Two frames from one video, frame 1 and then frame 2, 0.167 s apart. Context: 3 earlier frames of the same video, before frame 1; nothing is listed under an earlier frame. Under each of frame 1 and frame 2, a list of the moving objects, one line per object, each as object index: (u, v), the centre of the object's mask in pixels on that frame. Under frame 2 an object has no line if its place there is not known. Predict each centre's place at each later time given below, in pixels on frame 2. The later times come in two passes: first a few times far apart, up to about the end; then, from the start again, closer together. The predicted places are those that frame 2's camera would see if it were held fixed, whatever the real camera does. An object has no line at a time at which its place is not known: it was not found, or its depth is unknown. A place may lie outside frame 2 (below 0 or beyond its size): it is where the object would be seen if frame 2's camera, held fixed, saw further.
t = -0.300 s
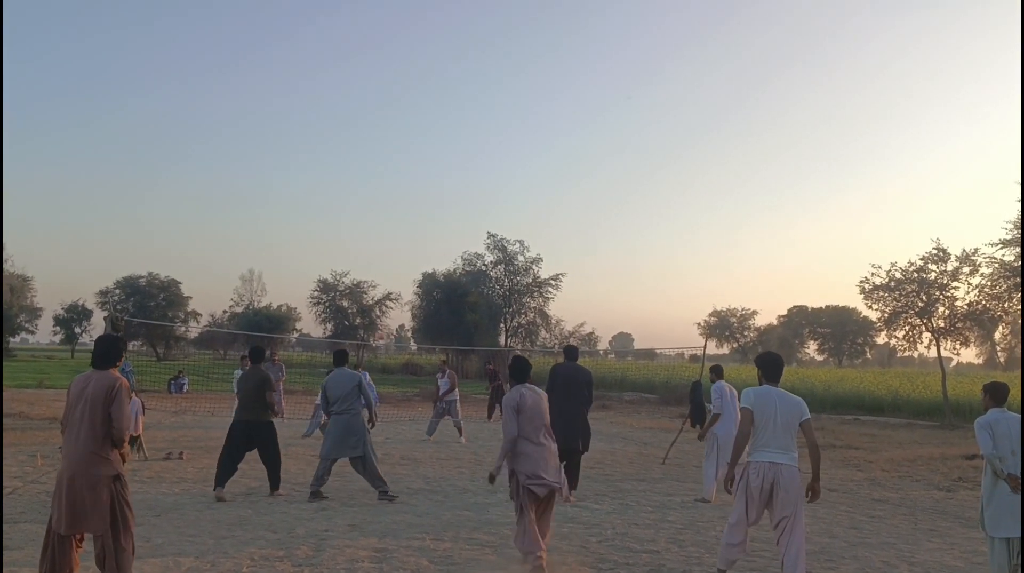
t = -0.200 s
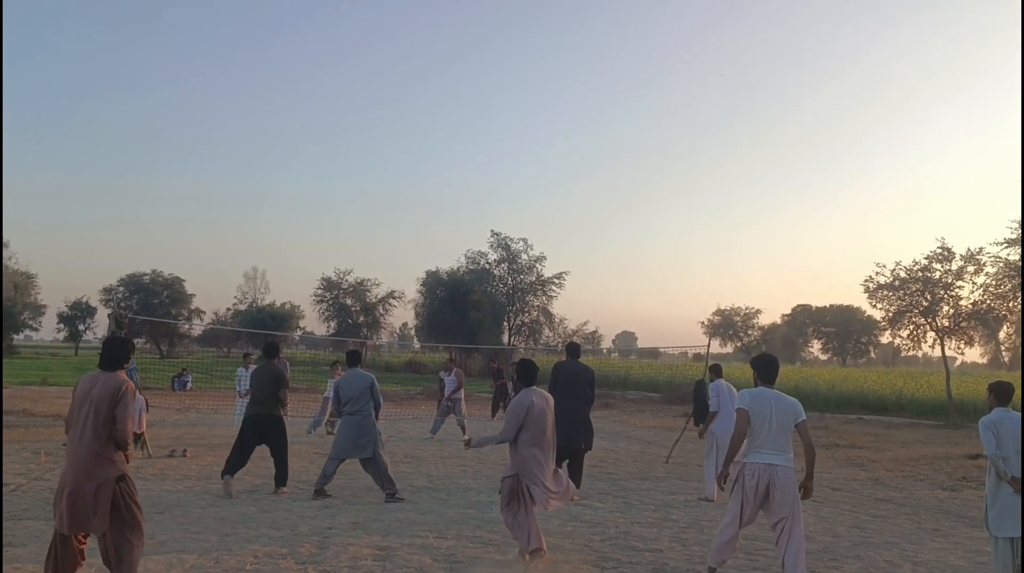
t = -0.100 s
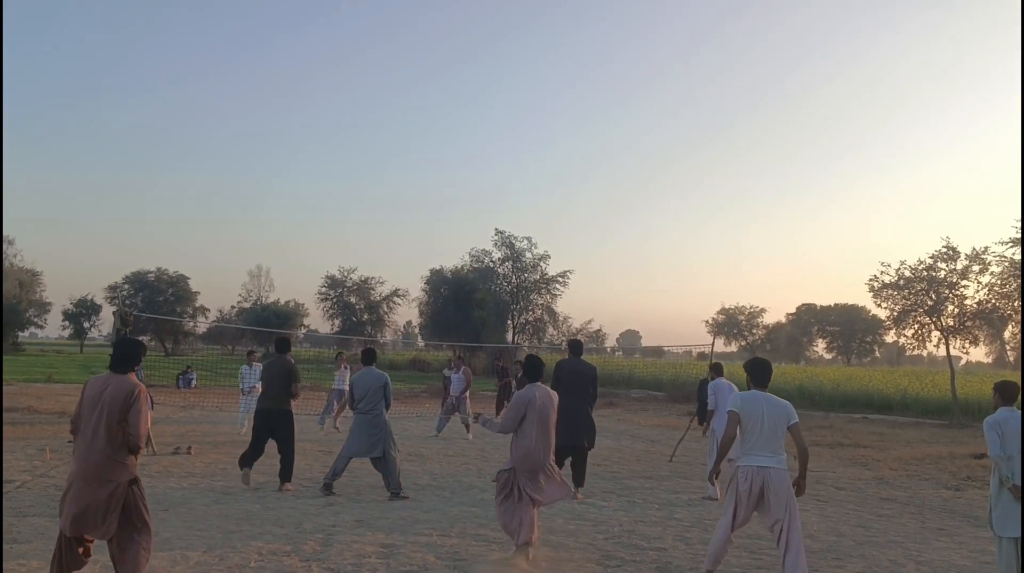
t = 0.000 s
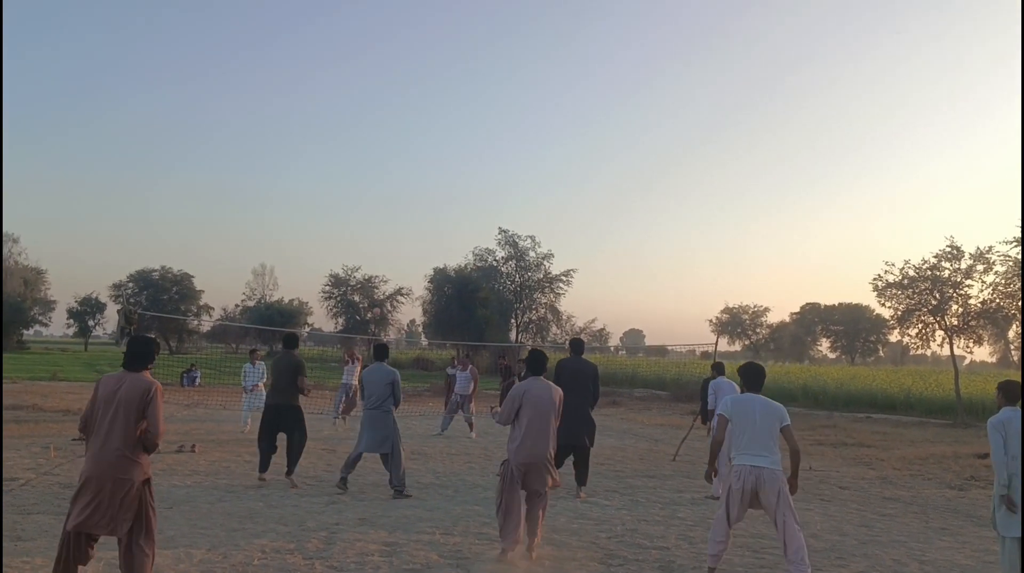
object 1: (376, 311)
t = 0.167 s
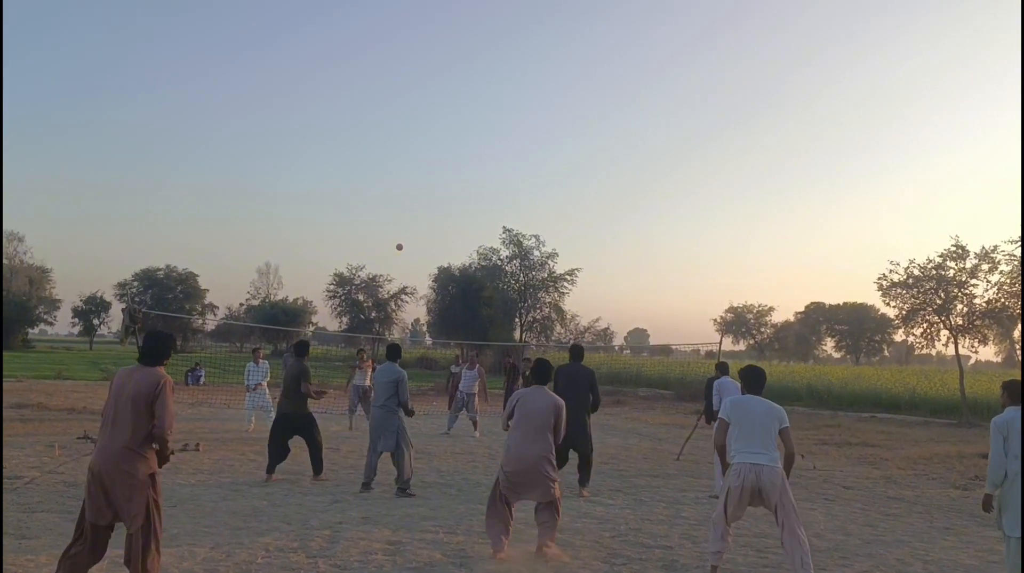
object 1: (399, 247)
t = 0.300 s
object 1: (417, 201)
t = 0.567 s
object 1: (458, 123)
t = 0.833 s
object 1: (506, 78)
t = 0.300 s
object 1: (417, 201)
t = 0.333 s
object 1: (421, 190)
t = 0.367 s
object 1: (426, 180)
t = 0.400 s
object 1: (431, 169)
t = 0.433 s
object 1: (436, 159)
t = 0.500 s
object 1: (447, 140)
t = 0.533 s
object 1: (452, 132)
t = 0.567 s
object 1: (458, 123)
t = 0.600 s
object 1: (464, 115)
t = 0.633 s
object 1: (469, 108)
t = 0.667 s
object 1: (475, 102)
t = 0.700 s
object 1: (481, 96)
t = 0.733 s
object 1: (487, 91)
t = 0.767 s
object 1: (493, 86)
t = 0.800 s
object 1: (499, 82)
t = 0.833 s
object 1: (506, 78)
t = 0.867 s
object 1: (514, 76)
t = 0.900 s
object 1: (521, 74)
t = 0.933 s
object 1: (529, 73)
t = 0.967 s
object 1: (537, 74)
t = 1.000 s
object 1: (545, 76)
